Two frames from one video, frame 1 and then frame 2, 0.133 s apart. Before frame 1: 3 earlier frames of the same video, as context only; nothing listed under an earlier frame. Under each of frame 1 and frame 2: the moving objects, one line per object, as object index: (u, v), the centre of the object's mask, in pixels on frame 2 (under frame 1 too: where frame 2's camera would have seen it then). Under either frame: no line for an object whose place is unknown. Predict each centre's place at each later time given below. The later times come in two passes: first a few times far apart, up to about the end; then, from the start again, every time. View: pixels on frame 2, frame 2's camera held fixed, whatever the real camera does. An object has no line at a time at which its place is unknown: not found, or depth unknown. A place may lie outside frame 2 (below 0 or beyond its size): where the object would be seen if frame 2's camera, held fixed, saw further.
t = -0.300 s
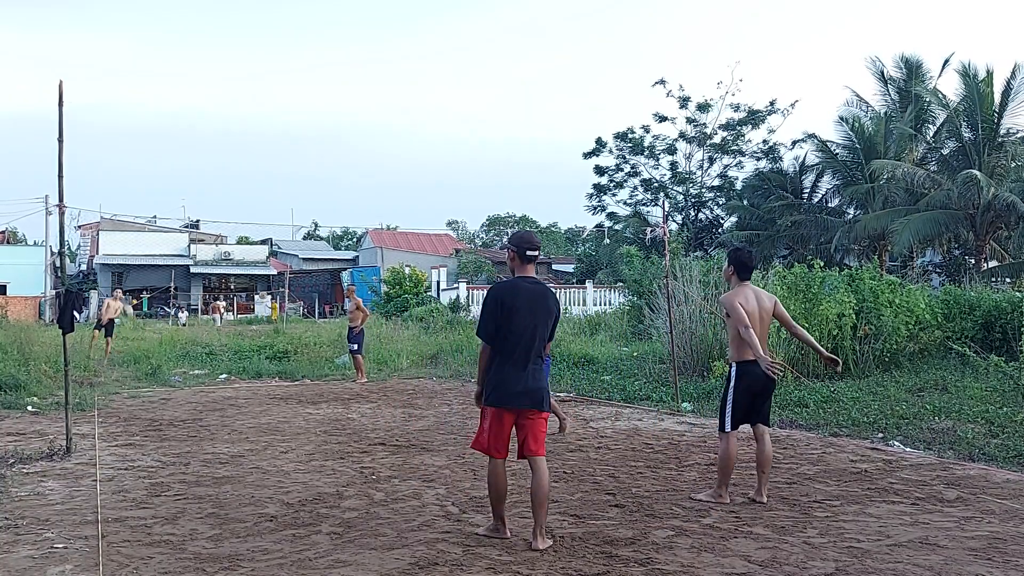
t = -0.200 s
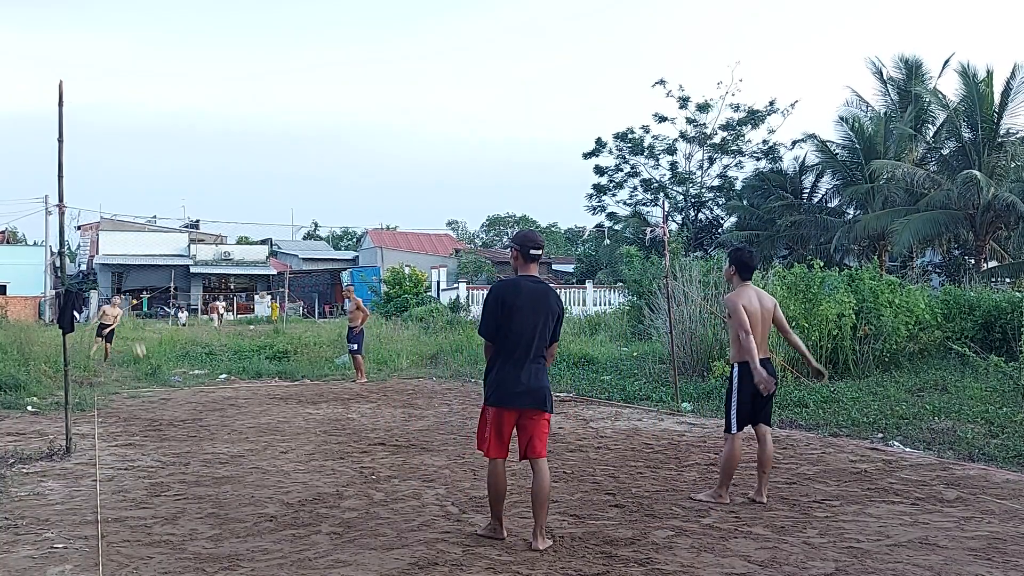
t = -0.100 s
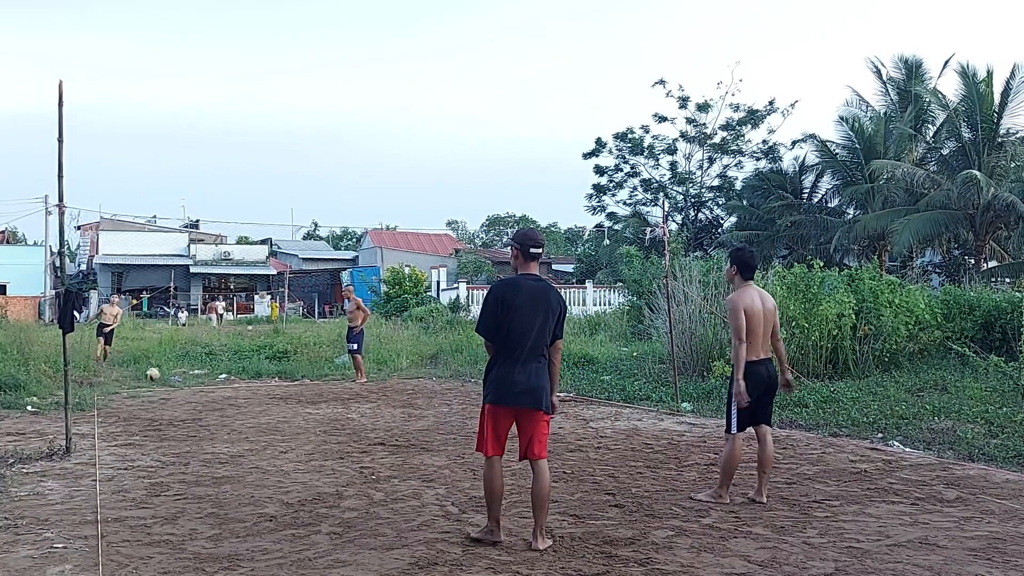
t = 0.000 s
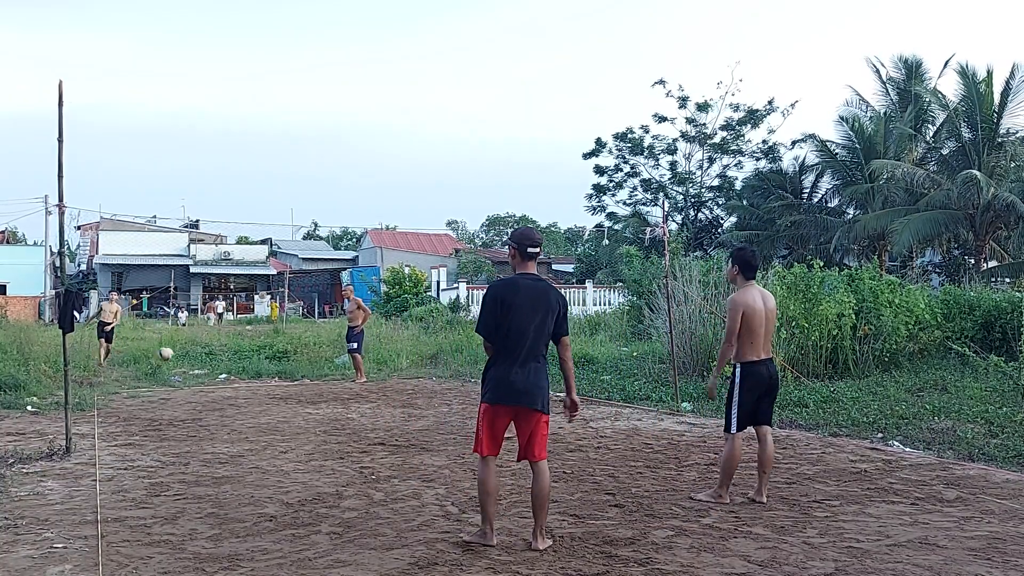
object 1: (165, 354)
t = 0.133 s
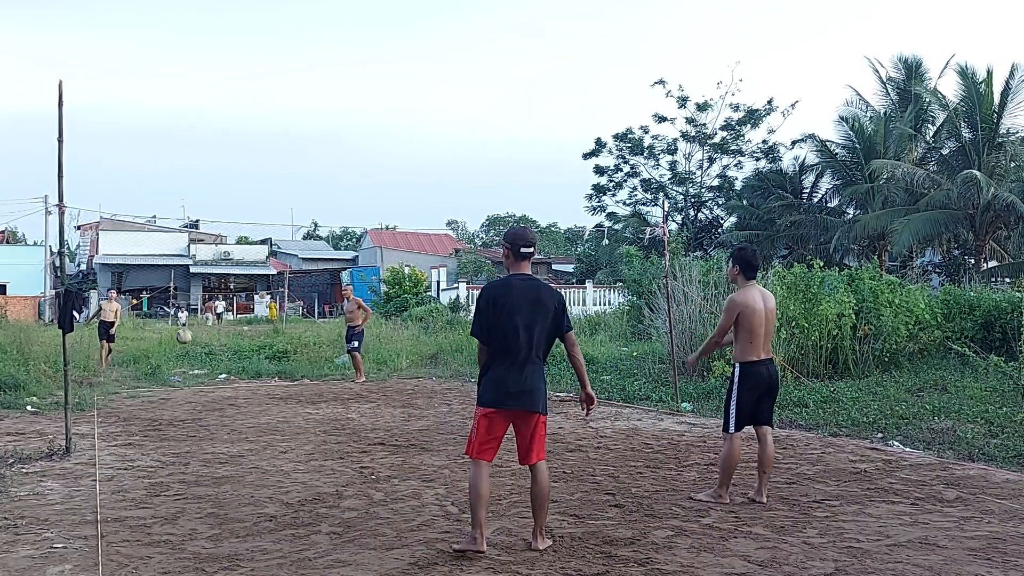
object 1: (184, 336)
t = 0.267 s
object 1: (205, 333)
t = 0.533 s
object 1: (257, 383)
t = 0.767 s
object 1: (328, 419)
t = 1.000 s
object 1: (435, 452)
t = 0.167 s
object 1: (189, 334)
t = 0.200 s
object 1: (195, 333)
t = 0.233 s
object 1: (200, 332)
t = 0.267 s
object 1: (205, 333)
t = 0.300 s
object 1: (211, 335)
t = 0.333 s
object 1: (218, 338)
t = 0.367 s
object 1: (223, 342)
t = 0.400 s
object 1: (230, 347)
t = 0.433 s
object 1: (237, 353)
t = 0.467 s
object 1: (244, 362)
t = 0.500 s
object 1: (250, 371)
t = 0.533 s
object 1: (257, 383)
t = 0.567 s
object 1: (265, 396)
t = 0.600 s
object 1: (273, 411)
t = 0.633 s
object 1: (281, 429)
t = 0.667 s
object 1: (293, 428)
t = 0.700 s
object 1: (304, 424)
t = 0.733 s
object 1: (317, 420)
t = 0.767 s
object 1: (328, 419)
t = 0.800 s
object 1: (343, 417)
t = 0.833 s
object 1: (356, 418)
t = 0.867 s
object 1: (370, 421)
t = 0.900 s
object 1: (385, 426)
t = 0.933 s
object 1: (402, 432)
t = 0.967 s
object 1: (418, 441)
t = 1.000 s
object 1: (435, 452)
